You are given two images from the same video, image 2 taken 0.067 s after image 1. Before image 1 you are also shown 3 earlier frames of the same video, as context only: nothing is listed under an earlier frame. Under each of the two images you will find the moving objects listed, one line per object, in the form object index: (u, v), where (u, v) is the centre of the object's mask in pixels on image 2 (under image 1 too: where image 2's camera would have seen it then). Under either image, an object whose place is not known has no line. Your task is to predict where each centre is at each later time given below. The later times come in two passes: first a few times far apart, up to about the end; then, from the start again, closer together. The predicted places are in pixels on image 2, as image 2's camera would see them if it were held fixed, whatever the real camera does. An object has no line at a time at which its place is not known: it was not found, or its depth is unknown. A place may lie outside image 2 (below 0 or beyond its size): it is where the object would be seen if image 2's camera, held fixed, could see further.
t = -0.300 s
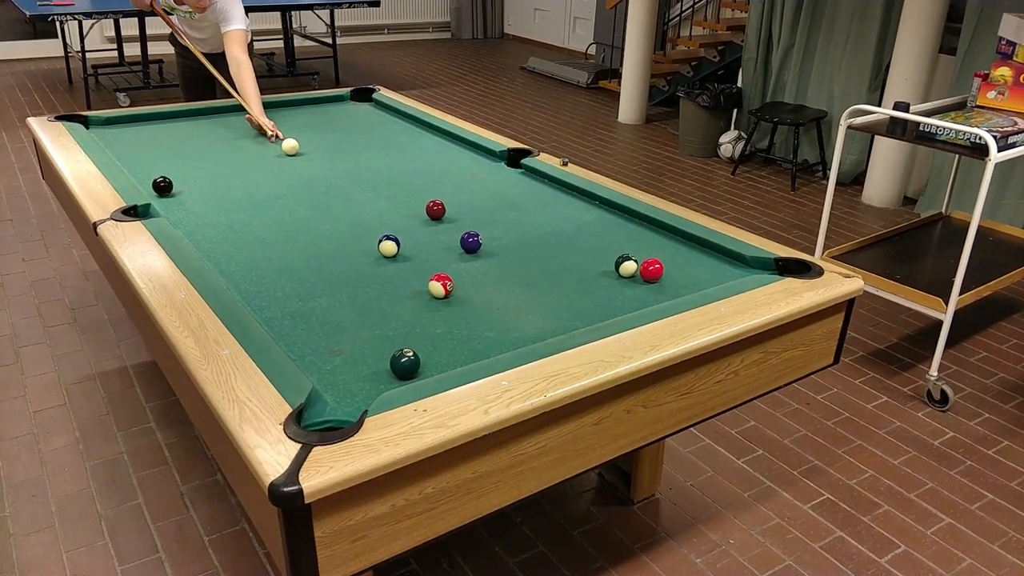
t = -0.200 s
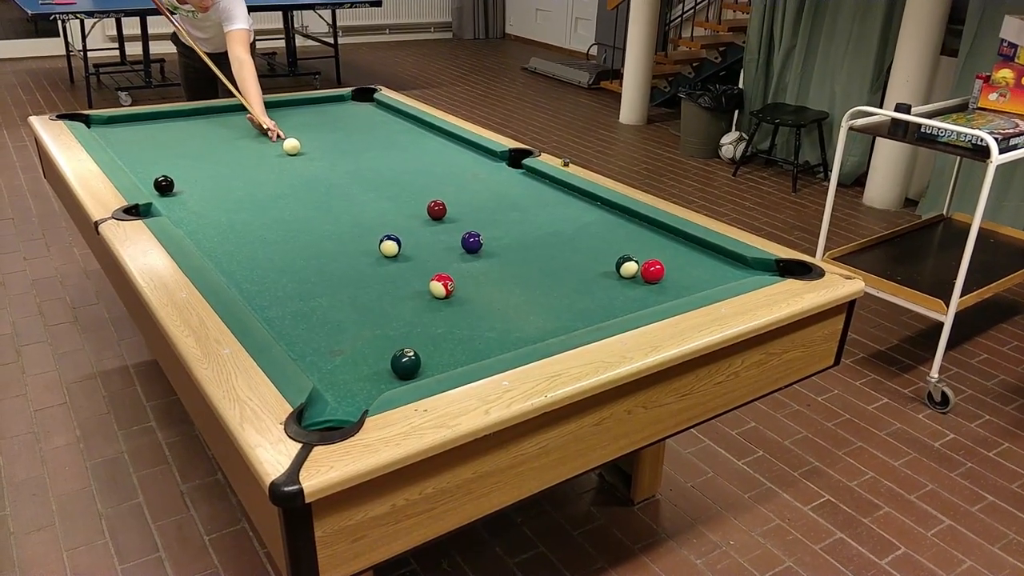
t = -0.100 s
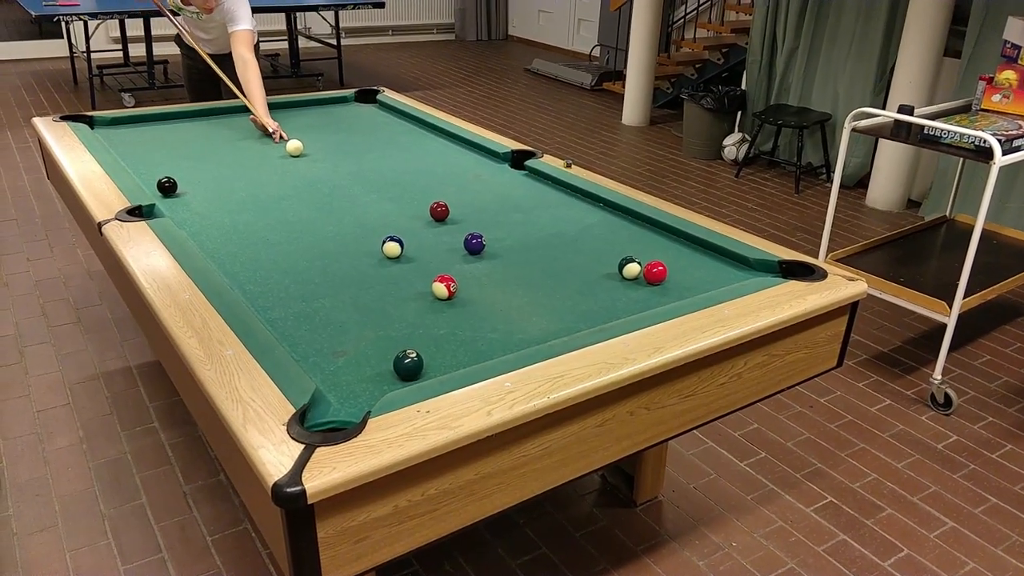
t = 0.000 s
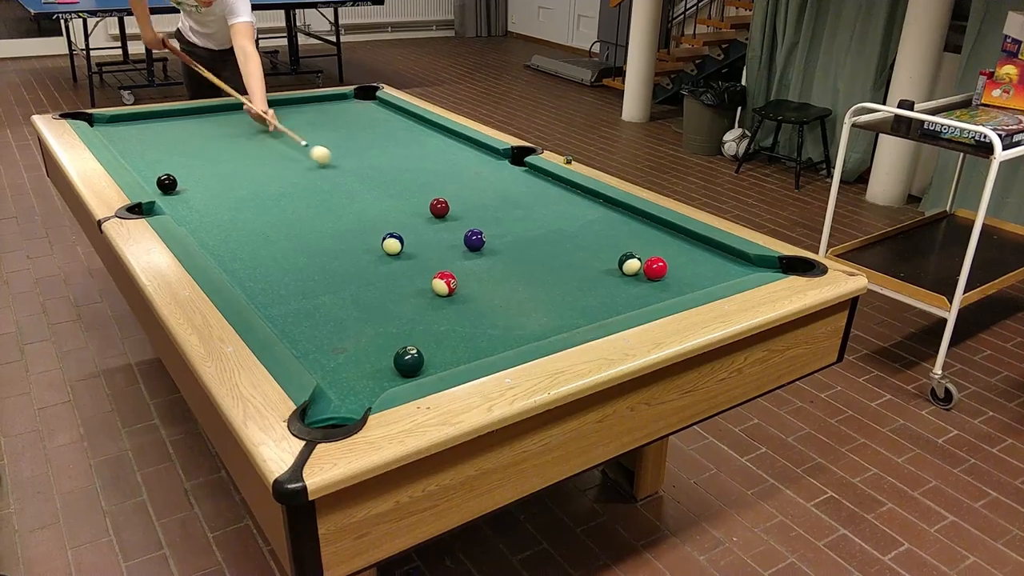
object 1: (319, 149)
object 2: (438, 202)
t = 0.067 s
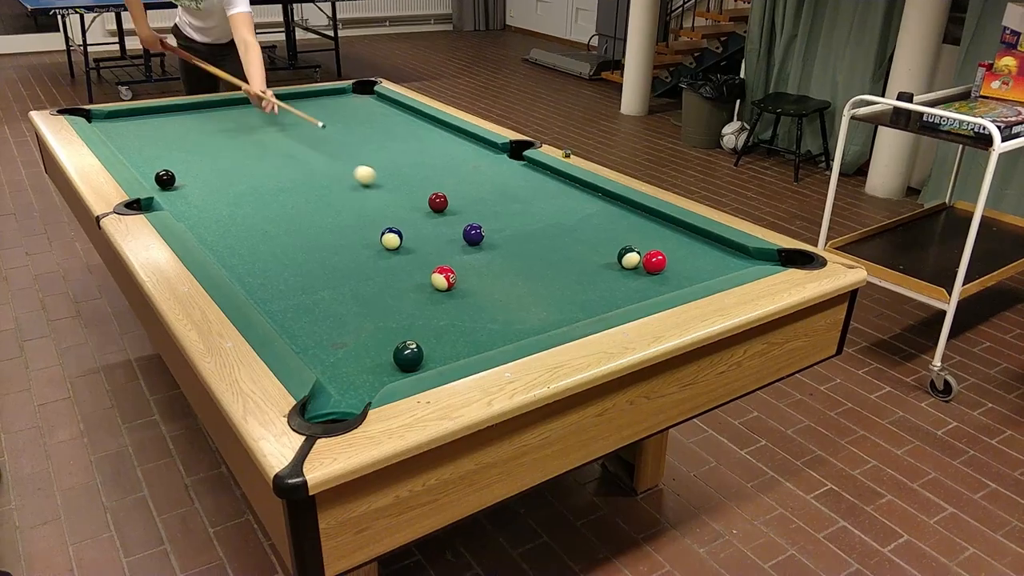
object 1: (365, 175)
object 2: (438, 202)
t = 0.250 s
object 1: (473, 262)
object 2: (476, 199)
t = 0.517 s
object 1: (381, 288)
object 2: (544, 192)
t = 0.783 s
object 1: (206, 240)
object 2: (584, 191)
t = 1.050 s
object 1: (213, 191)
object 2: (564, 201)
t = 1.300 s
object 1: (216, 156)
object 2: (544, 211)
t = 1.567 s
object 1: (219, 127)
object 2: (523, 222)
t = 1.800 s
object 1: (221, 107)
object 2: (503, 231)
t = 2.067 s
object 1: (266, 106)
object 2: (490, 242)
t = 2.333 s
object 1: (323, 110)
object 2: (482, 254)
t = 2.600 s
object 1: (380, 115)
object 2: (473, 264)
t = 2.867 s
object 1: (432, 119)
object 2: (466, 274)
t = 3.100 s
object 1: (430, 129)
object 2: (469, 279)
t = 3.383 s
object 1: (427, 141)
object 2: (471, 285)
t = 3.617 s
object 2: (471, 289)
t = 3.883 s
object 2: (470, 293)
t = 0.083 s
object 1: (377, 181)
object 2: (438, 202)
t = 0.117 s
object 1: (403, 195)
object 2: (438, 202)
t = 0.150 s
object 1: (424, 209)
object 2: (443, 201)
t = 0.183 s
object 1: (439, 226)
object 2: (455, 200)
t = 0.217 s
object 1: (455, 244)
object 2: (466, 200)
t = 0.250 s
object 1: (473, 262)
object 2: (476, 199)
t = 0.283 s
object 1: (491, 283)
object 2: (485, 198)
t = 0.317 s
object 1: (512, 306)
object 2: (493, 197)
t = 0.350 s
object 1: (533, 327)
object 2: (502, 196)
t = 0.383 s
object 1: (503, 323)
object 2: (511, 195)
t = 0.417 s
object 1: (470, 313)
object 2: (519, 195)
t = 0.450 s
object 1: (438, 305)
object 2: (527, 194)
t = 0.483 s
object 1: (409, 296)
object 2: (536, 193)
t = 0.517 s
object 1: (381, 288)
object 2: (544, 192)
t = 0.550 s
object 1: (355, 281)
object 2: (553, 191)
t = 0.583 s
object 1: (330, 274)
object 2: (560, 191)
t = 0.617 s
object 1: (308, 268)
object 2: (568, 190)
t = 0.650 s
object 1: (286, 262)
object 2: (577, 189)
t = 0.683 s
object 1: (264, 257)
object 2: (584, 189)
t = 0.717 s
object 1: (243, 252)
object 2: (589, 188)
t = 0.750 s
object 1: (223, 246)
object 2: (586, 190)
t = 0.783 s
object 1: (206, 240)
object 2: (584, 191)
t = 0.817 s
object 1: (207, 233)
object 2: (581, 192)
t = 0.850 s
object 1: (209, 226)
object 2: (579, 194)
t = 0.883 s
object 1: (210, 220)
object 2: (576, 195)
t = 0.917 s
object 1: (211, 213)
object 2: (574, 196)
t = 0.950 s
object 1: (211, 207)
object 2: (571, 197)
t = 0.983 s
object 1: (212, 201)
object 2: (569, 199)
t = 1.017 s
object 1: (212, 196)
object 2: (566, 200)
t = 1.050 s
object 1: (213, 191)
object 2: (564, 201)
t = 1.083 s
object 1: (213, 185)
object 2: (561, 202)
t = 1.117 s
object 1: (214, 180)
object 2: (559, 204)
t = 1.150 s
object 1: (214, 176)
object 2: (556, 205)
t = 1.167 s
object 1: (215, 173)
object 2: (555, 206)
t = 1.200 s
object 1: (215, 169)
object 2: (552, 207)
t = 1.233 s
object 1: (215, 164)
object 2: (550, 208)
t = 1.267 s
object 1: (216, 160)
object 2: (547, 210)
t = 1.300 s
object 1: (216, 156)
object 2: (544, 211)
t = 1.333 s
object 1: (217, 152)
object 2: (542, 212)
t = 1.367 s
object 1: (217, 148)
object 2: (539, 213)
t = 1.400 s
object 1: (217, 144)
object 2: (537, 215)
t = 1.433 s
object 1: (217, 141)
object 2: (534, 216)
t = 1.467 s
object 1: (218, 138)
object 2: (531, 218)
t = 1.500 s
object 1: (217, 134)
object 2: (528, 219)
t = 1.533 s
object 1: (218, 131)
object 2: (525, 220)
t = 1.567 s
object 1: (219, 127)
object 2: (523, 222)
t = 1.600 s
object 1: (219, 124)
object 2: (520, 223)
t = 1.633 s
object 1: (220, 121)
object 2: (518, 224)
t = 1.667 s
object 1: (220, 118)
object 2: (515, 226)
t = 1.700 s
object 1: (220, 115)
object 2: (512, 227)
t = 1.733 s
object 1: (221, 112)
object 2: (509, 229)
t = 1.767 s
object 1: (221, 110)
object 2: (506, 230)
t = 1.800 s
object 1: (221, 107)
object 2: (503, 231)
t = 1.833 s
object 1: (222, 105)
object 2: (501, 233)
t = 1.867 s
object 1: (223, 102)
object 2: (498, 234)
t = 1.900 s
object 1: (230, 103)
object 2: (495, 235)
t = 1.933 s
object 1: (238, 104)
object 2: (494, 237)
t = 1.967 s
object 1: (245, 104)
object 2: (493, 238)
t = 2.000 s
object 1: (252, 105)
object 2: (492, 240)
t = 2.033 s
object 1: (259, 105)
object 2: (491, 241)
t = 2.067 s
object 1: (266, 106)
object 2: (490, 242)
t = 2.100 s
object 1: (274, 106)
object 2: (489, 244)
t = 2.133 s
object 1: (281, 107)
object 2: (488, 245)
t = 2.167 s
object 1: (288, 107)
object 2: (487, 247)
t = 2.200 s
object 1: (295, 108)
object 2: (486, 248)
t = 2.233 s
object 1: (302, 109)
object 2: (485, 250)
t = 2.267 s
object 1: (309, 109)
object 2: (484, 251)
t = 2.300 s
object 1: (316, 110)
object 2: (483, 252)
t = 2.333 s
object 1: (323, 110)
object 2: (482, 254)
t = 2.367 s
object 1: (330, 111)
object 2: (481, 255)
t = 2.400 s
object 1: (337, 111)
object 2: (480, 256)
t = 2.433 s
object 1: (344, 112)
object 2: (479, 258)
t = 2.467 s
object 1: (351, 112)
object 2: (478, 259)
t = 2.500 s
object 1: (358, 113)
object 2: (476, 260)
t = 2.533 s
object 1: (365, 114)
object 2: (475, 262)
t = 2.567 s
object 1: (372, 114)
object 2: (474, 263)
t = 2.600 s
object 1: (380, 115)
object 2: (473, 264)
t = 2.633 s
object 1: (386, 115)
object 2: (472, 266)
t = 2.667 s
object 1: (393, 116)
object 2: (470, 267)
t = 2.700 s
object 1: (400, 117)
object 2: (469, 268)
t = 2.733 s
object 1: (407, 117)
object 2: (468, 270)
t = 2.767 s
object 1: (414, 117)
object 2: (467, 271)
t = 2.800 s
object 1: (421, 118)
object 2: (466, 272)
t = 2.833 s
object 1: (428, 119)
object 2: (466, 273)
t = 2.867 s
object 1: (432, 119)
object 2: (466, 274)
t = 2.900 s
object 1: (432, 121)
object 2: (467, 275)
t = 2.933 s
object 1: (432, 122)
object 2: (467, 275)
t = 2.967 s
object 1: (431, 124)
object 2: (468, 276)
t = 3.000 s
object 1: (431, 126)
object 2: (468, 277)
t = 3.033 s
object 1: (431, 127)
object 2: (468, 278)
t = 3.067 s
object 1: (431, 128)
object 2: (469, 279)
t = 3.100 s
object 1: (430, 129)
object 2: (469, 279)
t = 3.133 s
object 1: (430, 131)
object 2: (469, 280)
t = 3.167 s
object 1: (429, 132)
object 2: (470, 281)
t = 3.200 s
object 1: (429, 133)
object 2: (470, 282)
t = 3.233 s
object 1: (429, 135)
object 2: (470, 282)
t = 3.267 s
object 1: (428, 136)
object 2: (470, 283)
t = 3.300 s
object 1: (428, 138)
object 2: (470, 284)
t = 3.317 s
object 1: (427, 138)
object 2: (470, 284)
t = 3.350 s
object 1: (427, 140)
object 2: (471, 285)
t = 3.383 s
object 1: (427, 141)
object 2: (471, 285)
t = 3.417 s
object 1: (426, 142)
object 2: (471, 286)
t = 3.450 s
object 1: (426, 144)
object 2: (471, 286)
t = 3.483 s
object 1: (425, 145)
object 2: (471, 287)
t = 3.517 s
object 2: (471, 287)
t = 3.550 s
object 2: (471, 288)
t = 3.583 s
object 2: (471, 288)
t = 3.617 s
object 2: (471, 289)
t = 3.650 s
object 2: (470, 290)
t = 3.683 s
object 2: (470, 290)
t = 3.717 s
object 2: (470, 291)
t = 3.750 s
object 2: (470, 291)
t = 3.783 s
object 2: (470, 292)
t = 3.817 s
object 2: (470, 292)
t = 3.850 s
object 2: (470, 292)
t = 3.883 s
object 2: (470, 293)
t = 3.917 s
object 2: (470, 293)
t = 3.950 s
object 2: (469, 294)
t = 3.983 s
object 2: (469, 294)
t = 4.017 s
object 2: (469, 294)
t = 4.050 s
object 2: (469, 295)
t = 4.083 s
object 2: (469, 295)
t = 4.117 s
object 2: (468, 295)
